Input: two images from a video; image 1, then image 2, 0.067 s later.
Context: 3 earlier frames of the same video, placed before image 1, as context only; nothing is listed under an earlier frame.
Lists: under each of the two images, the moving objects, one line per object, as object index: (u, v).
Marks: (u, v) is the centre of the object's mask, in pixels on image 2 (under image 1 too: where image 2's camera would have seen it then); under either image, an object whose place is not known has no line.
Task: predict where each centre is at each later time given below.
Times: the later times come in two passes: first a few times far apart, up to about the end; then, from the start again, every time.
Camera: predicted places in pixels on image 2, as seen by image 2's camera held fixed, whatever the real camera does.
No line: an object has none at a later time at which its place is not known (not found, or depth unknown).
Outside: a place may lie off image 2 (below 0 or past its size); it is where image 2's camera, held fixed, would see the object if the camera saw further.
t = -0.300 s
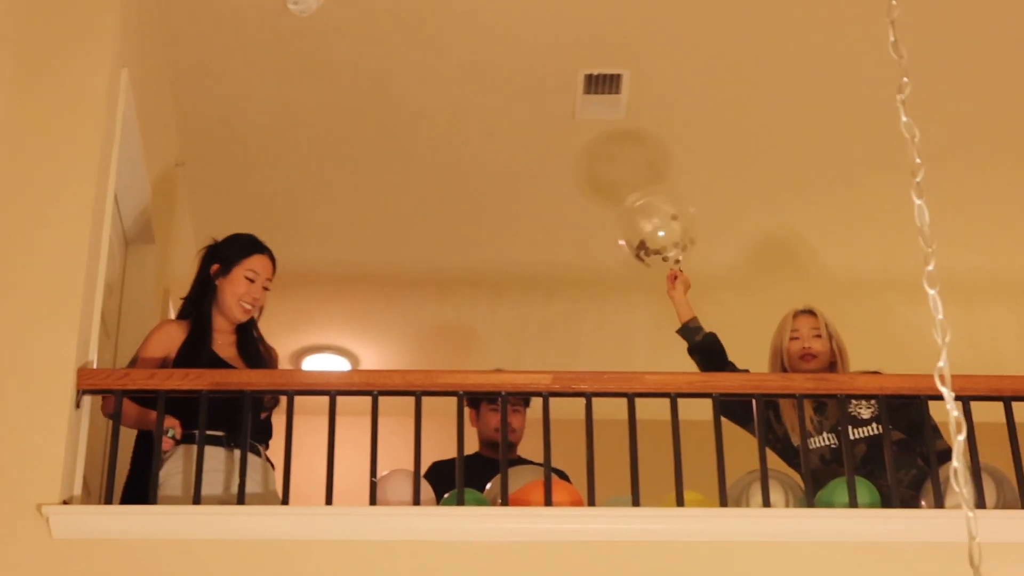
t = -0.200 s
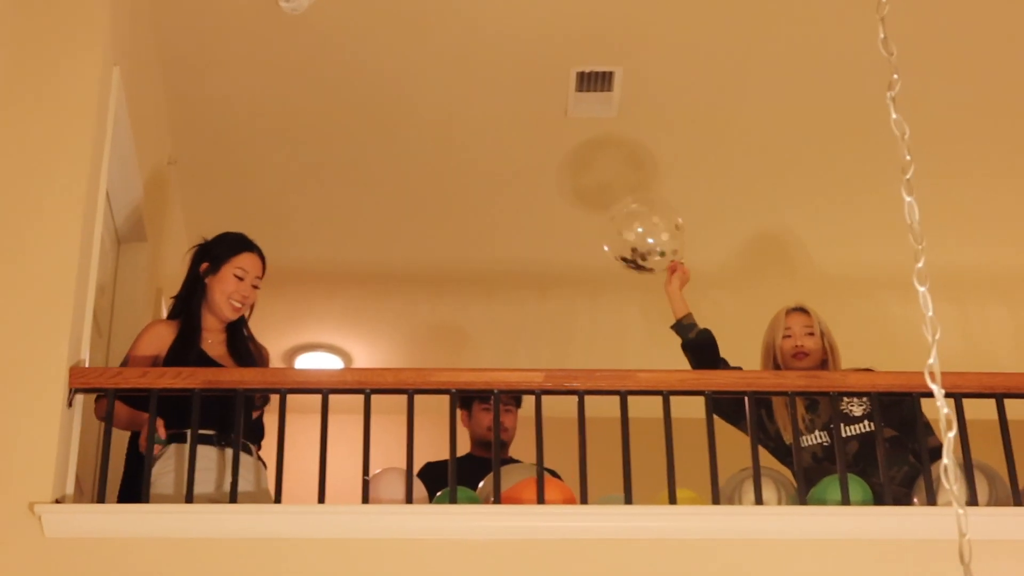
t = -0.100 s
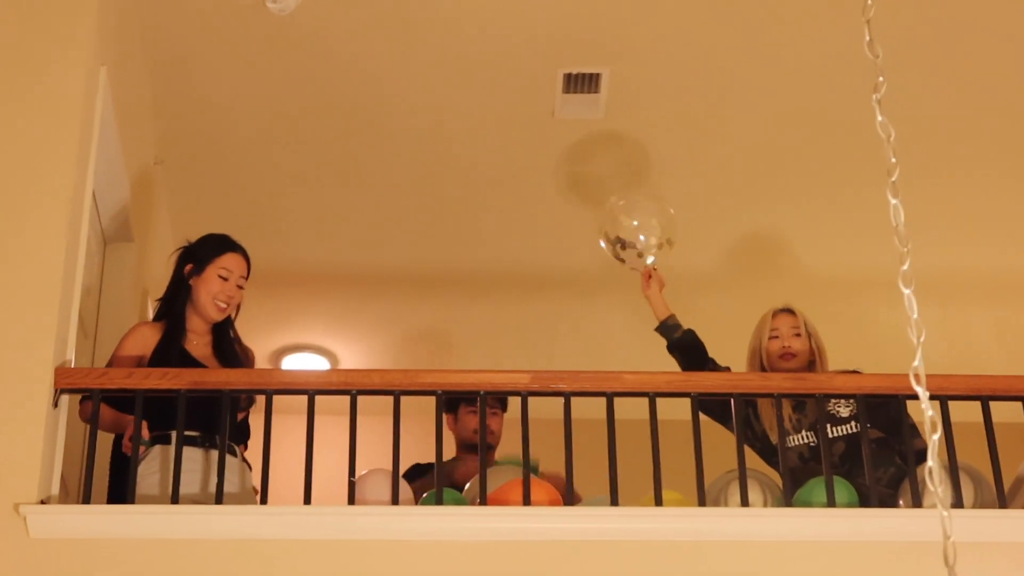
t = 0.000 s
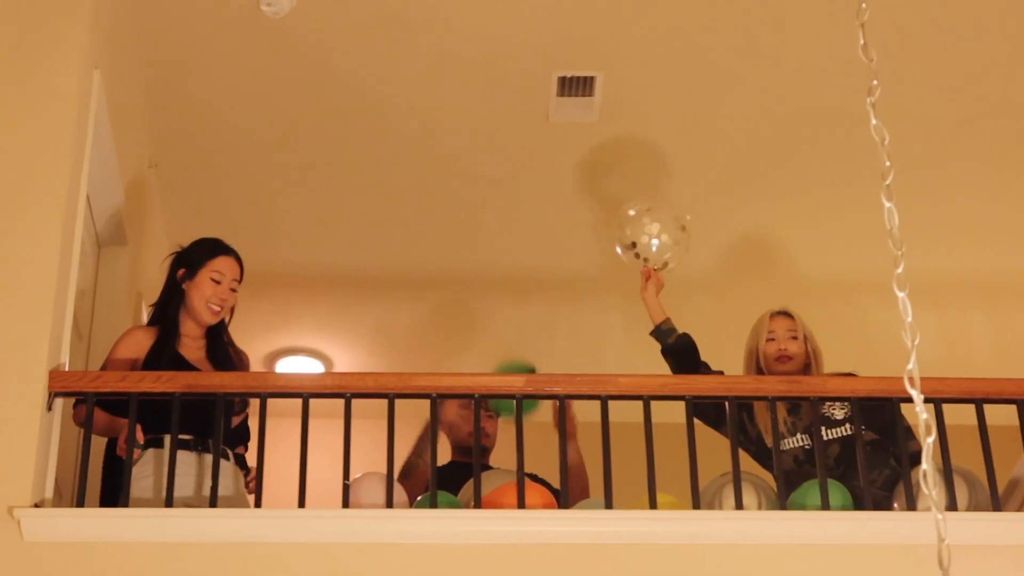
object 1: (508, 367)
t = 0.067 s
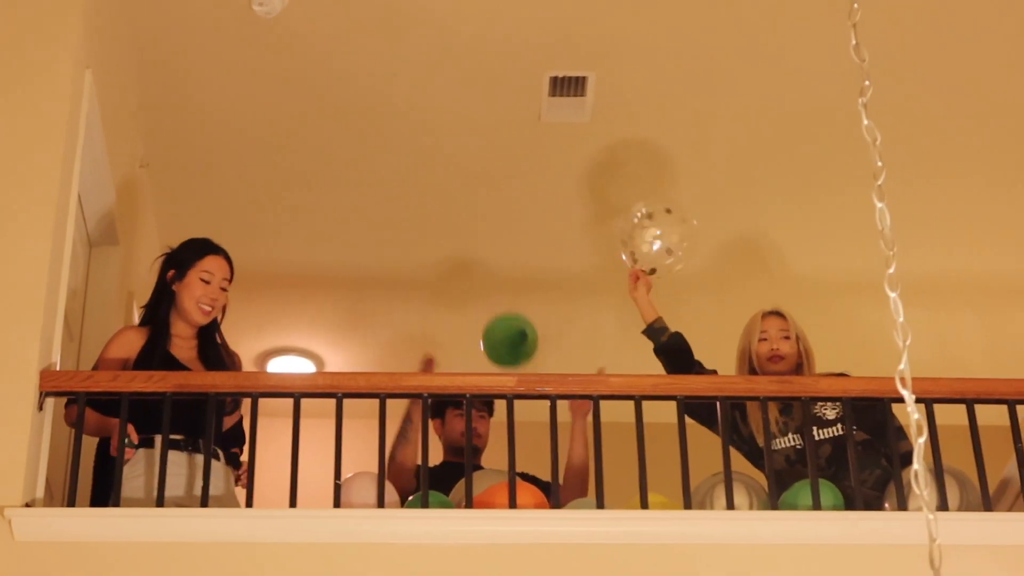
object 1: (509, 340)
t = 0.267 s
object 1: (496, 276)
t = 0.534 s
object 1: (482, 279)
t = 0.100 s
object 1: (509, 322)
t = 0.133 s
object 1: (508, 308)
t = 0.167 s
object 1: (506, 297)
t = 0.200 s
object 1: (503, 289)
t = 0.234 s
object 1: (500, 282)
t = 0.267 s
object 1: (496, 276)
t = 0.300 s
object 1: (493, 273)
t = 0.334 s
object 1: (490, 271)
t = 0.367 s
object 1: (488, 271)
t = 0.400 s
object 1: (486, 272)
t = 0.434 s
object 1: (485, 273)
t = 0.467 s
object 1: (484, 275)
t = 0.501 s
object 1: (483, 277)
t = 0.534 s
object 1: (482, 279)
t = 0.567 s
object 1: (482, 282)
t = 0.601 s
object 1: (481, 286)
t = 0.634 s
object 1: (481, 290)
